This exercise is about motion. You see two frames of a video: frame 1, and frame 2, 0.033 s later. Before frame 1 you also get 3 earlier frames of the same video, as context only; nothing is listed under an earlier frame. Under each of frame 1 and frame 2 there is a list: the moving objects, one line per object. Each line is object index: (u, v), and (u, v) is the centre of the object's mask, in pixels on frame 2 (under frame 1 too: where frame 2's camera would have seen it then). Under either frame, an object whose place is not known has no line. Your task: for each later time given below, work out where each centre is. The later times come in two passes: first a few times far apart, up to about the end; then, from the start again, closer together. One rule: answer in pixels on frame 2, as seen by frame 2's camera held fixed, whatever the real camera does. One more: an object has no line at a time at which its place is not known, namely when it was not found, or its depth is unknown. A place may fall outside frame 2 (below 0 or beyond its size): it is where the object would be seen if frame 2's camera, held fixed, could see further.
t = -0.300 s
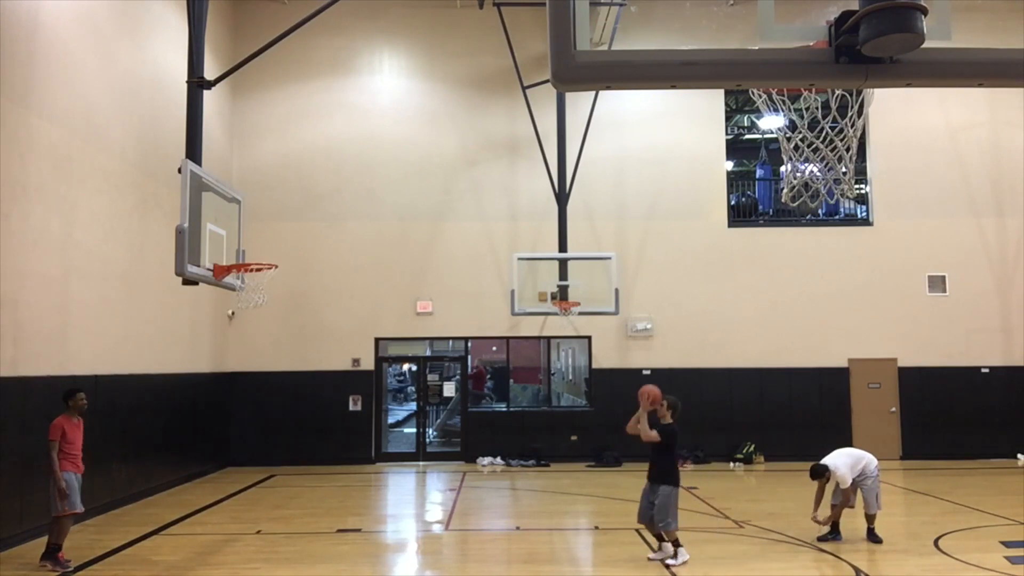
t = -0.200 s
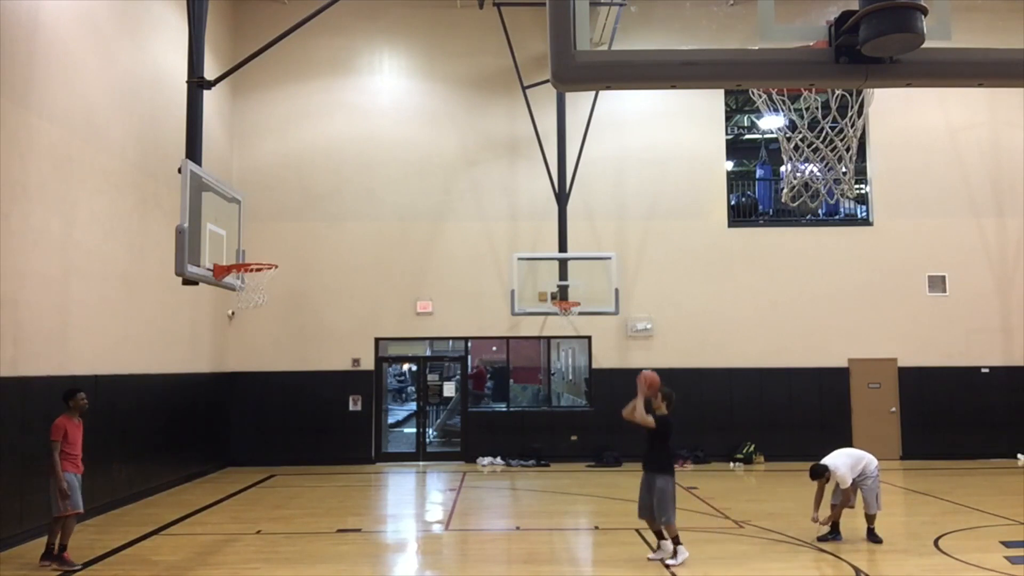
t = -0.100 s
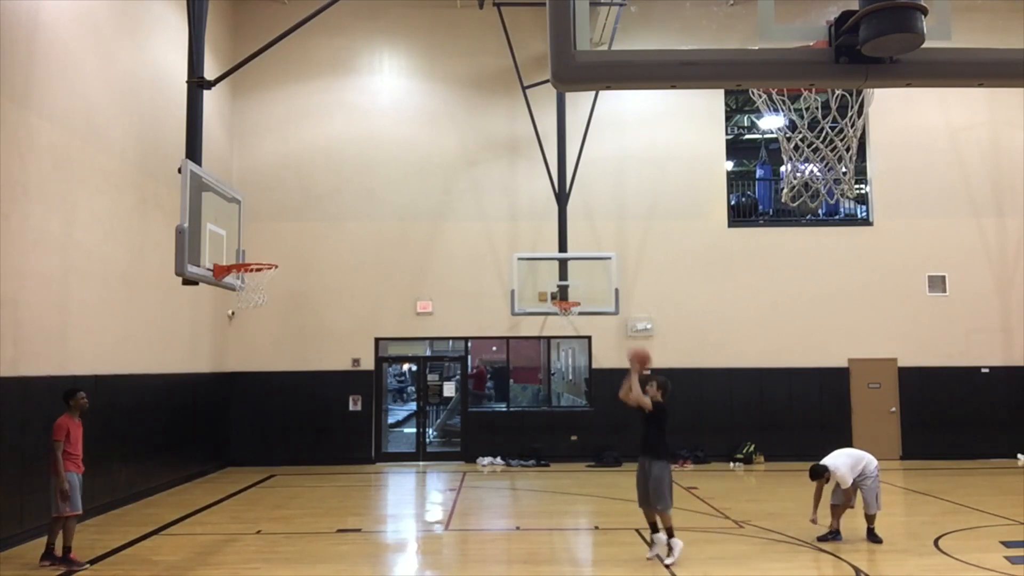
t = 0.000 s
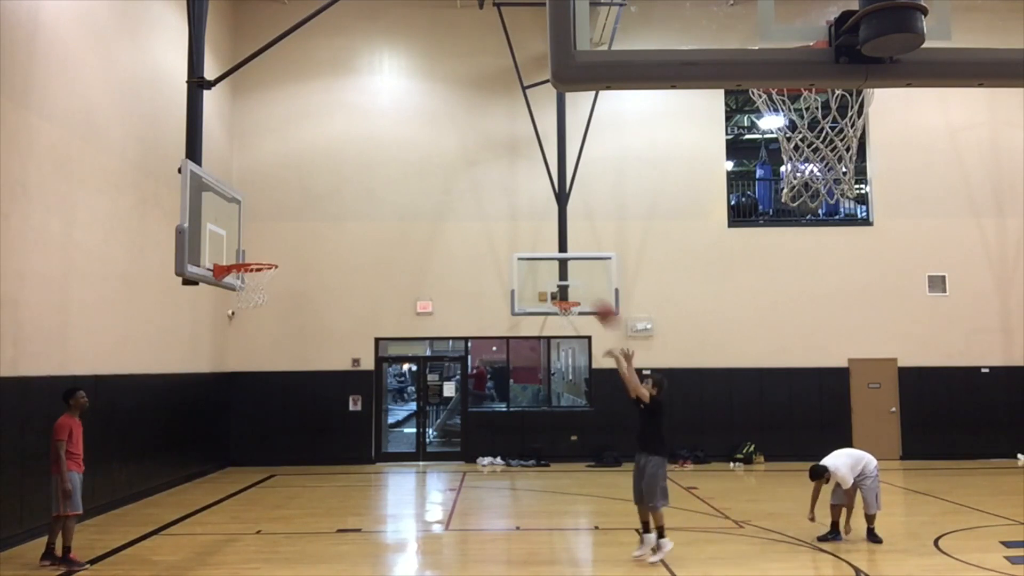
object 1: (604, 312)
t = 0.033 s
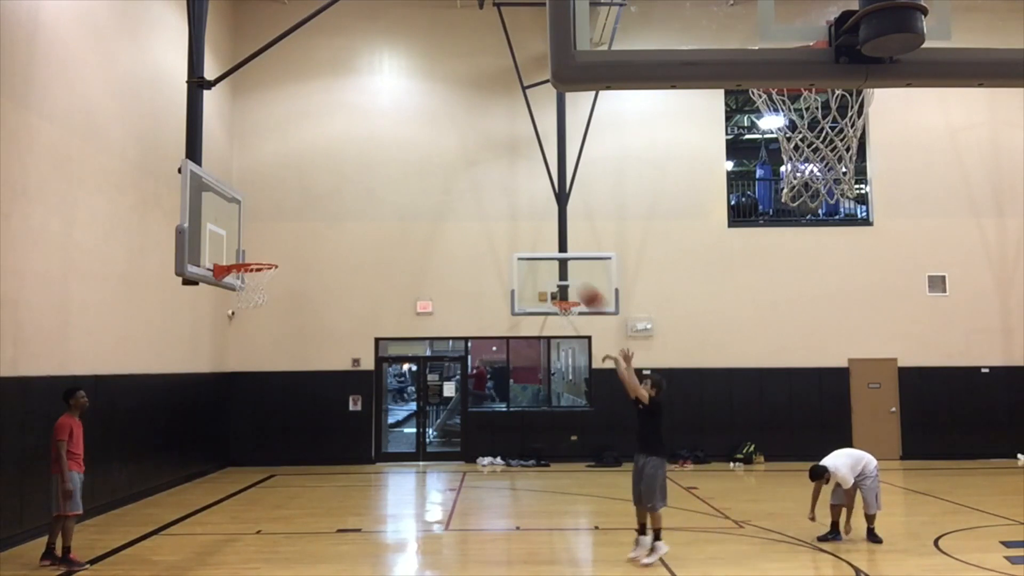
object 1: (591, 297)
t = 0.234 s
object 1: (511, 230)
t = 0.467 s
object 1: (419, 196)
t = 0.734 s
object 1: (316, 216)
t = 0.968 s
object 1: (244, 286)
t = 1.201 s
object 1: (268, 395)
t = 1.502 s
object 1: (299, 505)
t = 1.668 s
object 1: (327, 432)
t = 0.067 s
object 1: (580, 285)
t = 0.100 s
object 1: (565, 272)
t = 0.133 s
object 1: (549, 259)
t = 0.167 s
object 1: (536, 247)
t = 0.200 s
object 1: (524, 238)
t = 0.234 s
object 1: (511, 230)
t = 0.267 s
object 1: (498, 222)
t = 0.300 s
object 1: (485, 215)
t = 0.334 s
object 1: (472, 209)
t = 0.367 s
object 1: (459, 204)
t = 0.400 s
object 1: (446, 200)
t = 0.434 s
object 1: (433, 198)
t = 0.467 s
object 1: (419, 196)
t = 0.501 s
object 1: (406, 195)
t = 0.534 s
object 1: (393, 195)
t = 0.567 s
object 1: (381, 196)
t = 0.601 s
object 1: (369, 198)
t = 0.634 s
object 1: (355, 201)
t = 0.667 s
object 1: (343, 205)
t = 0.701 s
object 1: (329, 210)
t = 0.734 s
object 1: (316, 216)
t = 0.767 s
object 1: (303, 224)
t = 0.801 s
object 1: (290, 232)
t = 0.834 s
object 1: (277, 241)
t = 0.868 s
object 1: (264, 251)
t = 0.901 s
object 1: (253, 257)
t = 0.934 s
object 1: (242, 279)
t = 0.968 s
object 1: (244, 286)
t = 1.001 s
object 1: (248, 298)
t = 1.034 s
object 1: (252, 315)
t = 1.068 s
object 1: (255, 328)
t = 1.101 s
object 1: (258, 343)
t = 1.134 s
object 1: (261, 359)
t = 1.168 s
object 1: (265, 379)
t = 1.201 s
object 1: (268, 395)
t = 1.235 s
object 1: (271, 415)
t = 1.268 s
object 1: (274, 434)
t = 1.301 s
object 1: (277, 452)
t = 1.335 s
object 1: (280, 474)
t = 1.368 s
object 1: (282, 500)
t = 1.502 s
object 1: (299, 505)
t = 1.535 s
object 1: (304, 489)
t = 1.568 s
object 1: (311, 470)
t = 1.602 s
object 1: (317, 455)
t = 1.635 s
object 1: (322, 444)
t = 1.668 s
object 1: (327, 432)
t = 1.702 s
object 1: (333, 421)
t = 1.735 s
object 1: (337, 412)
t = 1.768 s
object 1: (342, 402)
